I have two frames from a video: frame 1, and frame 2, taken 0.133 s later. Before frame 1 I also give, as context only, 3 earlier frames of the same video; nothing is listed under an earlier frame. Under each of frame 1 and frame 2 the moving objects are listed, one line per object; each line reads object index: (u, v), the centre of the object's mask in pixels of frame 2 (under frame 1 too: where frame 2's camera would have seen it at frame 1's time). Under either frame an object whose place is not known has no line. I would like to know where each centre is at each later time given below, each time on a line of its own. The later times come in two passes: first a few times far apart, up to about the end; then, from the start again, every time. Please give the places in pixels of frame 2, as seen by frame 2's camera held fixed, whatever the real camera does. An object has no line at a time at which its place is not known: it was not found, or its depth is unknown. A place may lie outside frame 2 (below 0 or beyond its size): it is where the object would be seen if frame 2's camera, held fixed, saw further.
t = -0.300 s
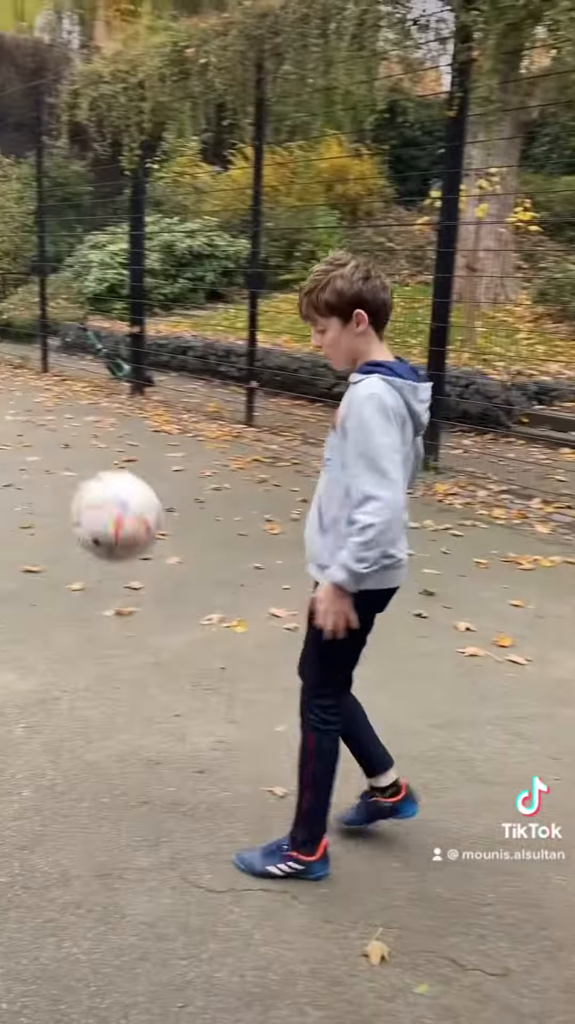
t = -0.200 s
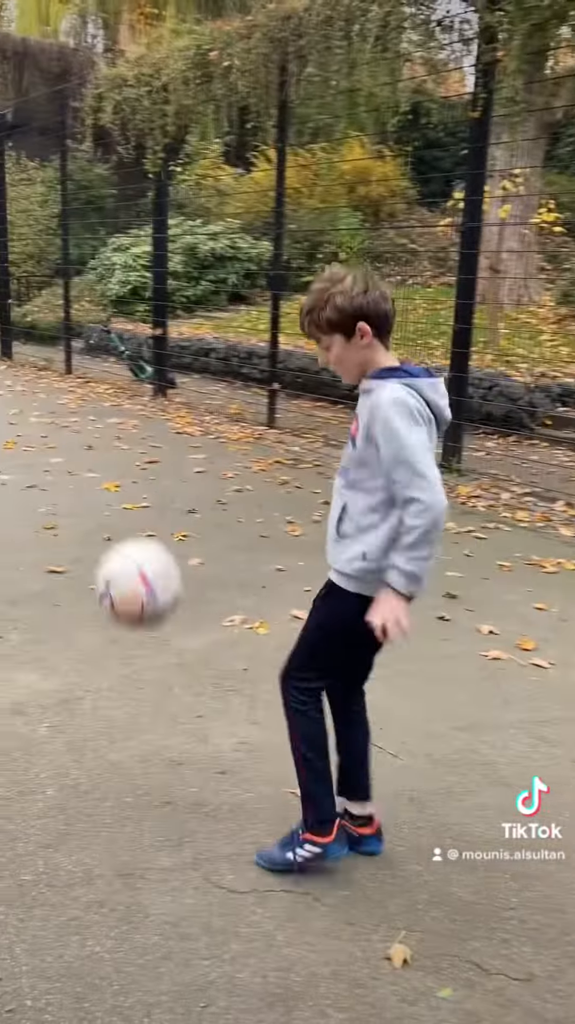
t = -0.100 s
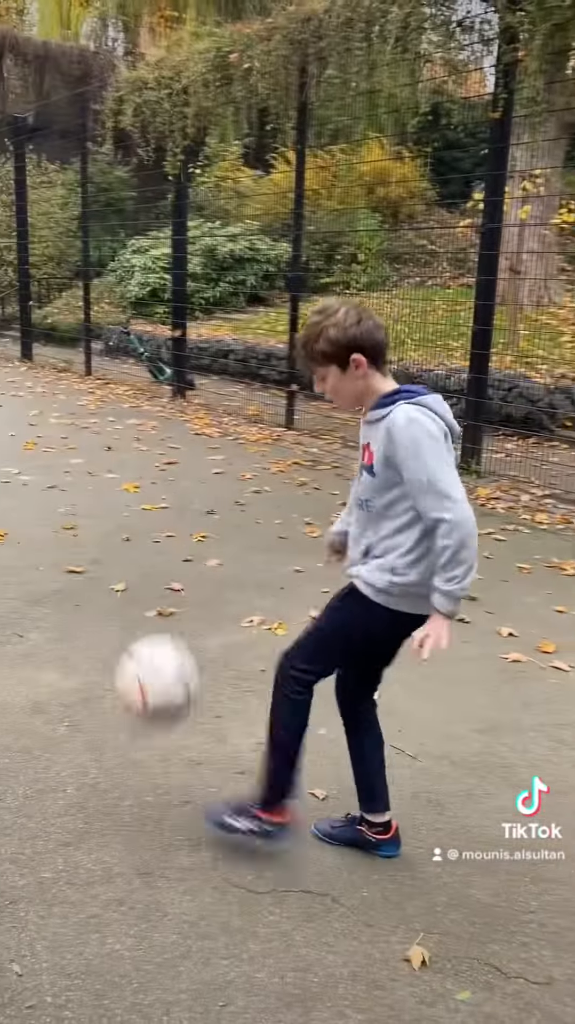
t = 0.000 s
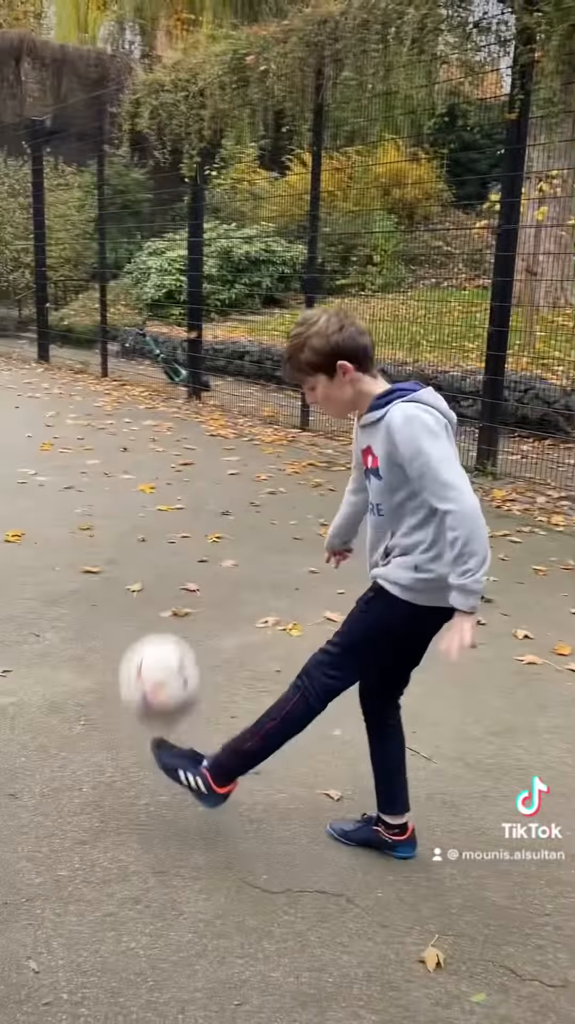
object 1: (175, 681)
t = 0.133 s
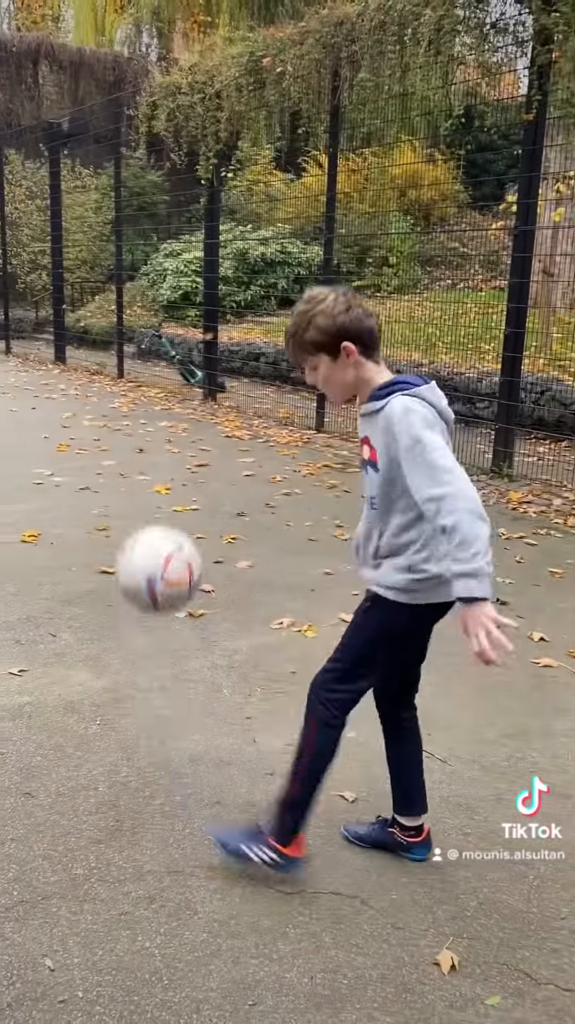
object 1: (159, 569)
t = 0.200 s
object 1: (150, 536)
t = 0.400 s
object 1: (123, 533)
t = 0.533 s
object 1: (106, 614)
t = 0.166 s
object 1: (155, 551)
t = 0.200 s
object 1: (150, 536)
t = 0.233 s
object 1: (146, 525)
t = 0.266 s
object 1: (141, 519)
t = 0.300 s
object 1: (137, 516)
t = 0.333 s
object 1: (132, 518)
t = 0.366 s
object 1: (128, 523)
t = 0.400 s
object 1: (123, 533)
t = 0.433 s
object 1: (118, 547)
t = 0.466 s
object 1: (114, 565)
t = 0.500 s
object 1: (110, 586)
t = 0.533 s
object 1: (106, 614)
